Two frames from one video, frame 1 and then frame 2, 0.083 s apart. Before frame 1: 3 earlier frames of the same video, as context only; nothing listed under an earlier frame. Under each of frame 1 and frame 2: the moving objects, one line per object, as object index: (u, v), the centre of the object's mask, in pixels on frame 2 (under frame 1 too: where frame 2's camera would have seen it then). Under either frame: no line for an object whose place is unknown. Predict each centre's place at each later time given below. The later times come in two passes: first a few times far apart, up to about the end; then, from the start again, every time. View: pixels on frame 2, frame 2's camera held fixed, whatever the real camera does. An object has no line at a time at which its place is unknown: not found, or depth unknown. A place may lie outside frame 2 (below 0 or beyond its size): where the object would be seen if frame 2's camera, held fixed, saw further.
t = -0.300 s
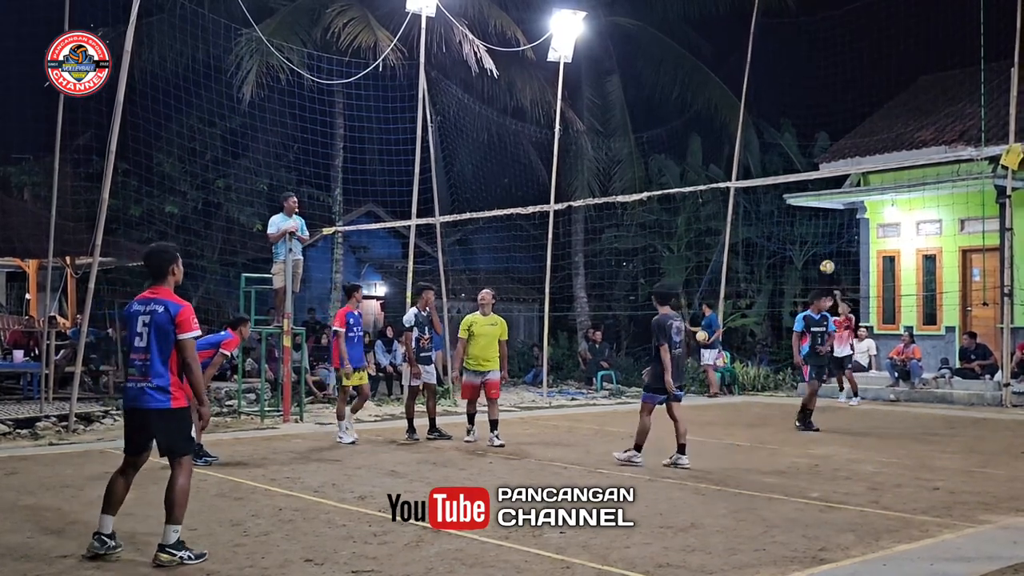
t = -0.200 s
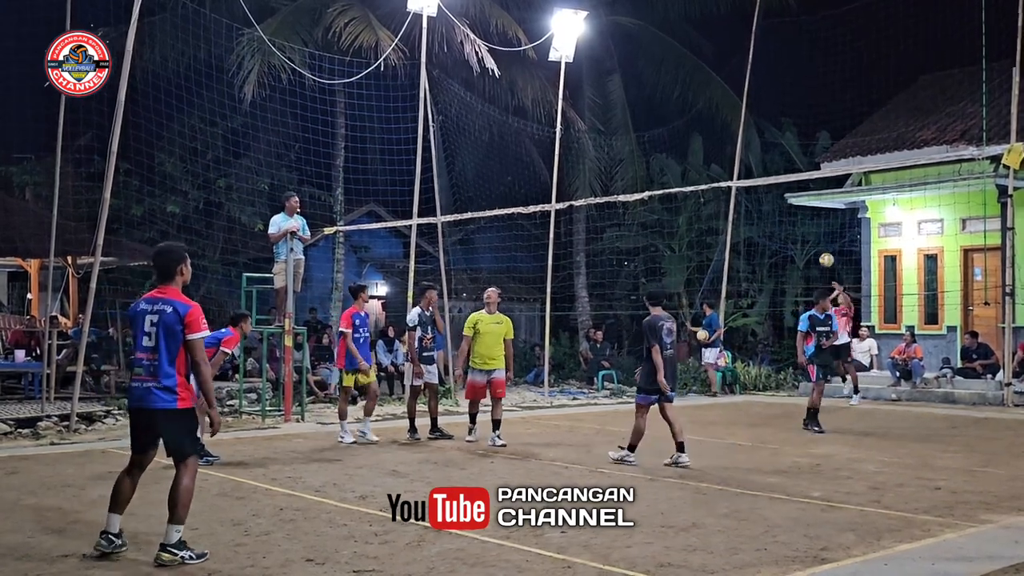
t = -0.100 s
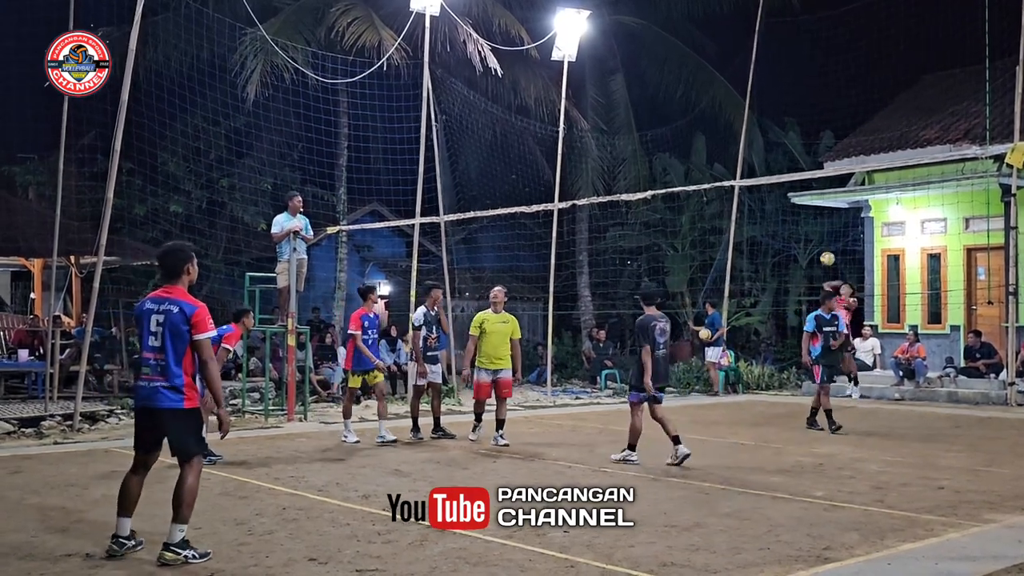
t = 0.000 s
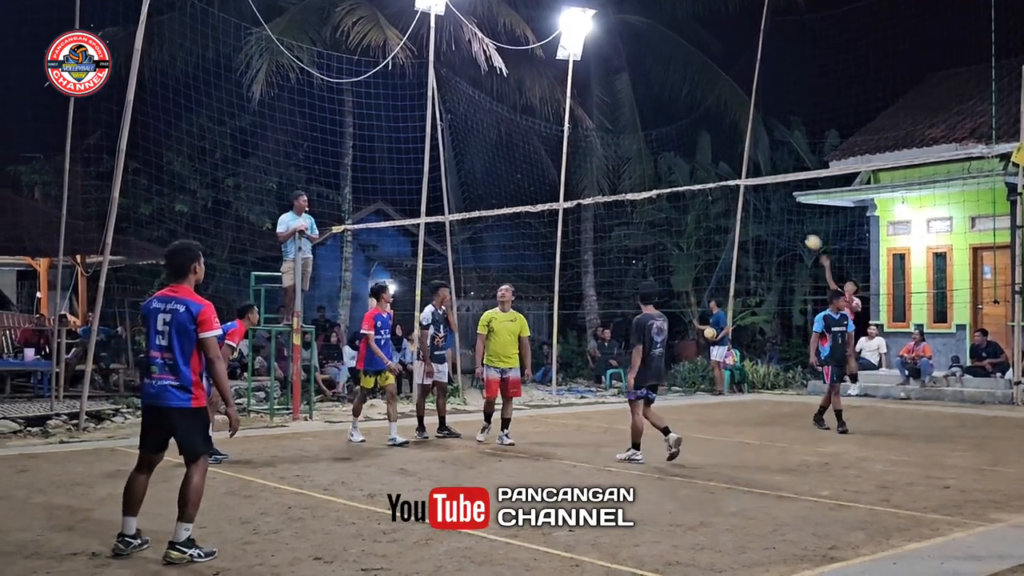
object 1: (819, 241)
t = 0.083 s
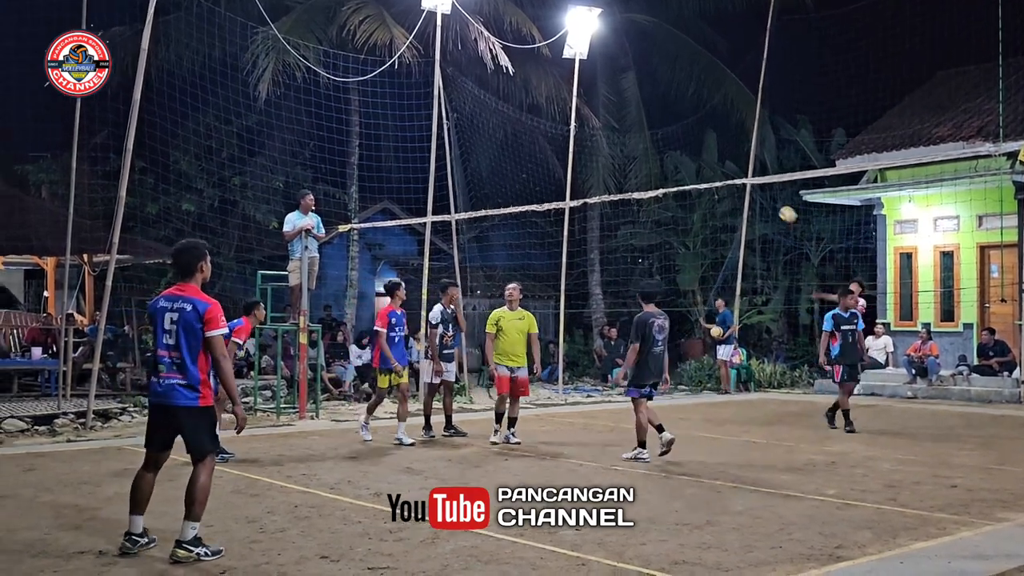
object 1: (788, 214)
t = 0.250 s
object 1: (715, 166)
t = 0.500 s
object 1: (572, 132)
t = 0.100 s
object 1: (781, 209)
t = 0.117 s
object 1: (774, 204)
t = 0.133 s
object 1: (767, 199)
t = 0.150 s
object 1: (760, 194)
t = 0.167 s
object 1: (753, 189)
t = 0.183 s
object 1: (745, 185)
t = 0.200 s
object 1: (737, 179)
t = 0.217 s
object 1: (730, 174)
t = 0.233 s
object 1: (723, 170)
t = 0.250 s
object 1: (715, 166)
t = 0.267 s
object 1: (707, 162)
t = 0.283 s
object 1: (698, 159)
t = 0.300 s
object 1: (690, 155)
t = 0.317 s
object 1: (681, 152)
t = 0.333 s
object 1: (672, 149)
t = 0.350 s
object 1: (663, 146)
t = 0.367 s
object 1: (654, 144)
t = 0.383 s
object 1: (644, 142)
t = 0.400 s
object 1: (635, 140)
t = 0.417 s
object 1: (625, 137)
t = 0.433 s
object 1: (615, 136)
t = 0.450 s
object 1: (605, 135)
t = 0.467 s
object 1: (594, 134)
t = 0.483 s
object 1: (584, 133)
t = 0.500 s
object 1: (572, 132)
